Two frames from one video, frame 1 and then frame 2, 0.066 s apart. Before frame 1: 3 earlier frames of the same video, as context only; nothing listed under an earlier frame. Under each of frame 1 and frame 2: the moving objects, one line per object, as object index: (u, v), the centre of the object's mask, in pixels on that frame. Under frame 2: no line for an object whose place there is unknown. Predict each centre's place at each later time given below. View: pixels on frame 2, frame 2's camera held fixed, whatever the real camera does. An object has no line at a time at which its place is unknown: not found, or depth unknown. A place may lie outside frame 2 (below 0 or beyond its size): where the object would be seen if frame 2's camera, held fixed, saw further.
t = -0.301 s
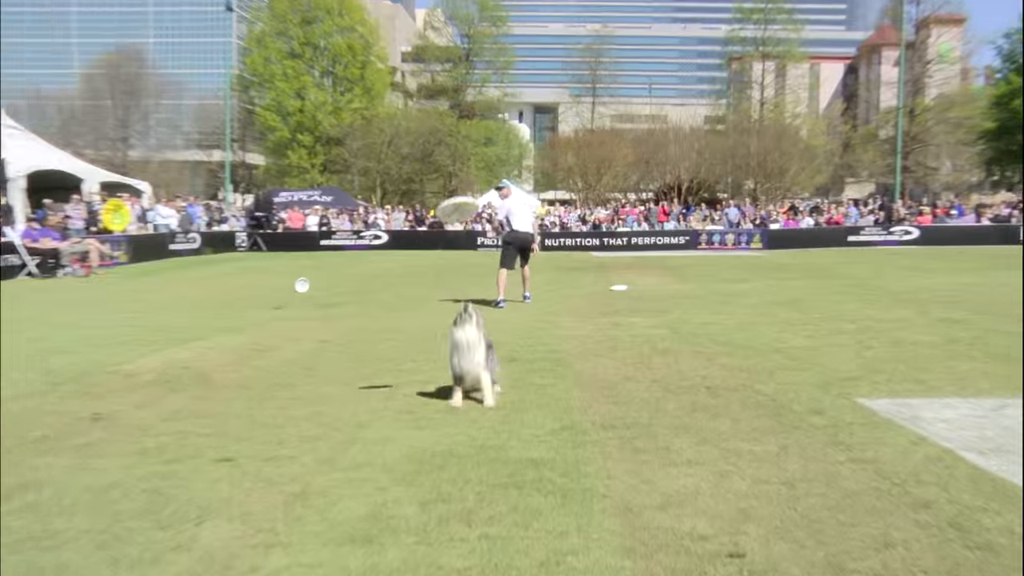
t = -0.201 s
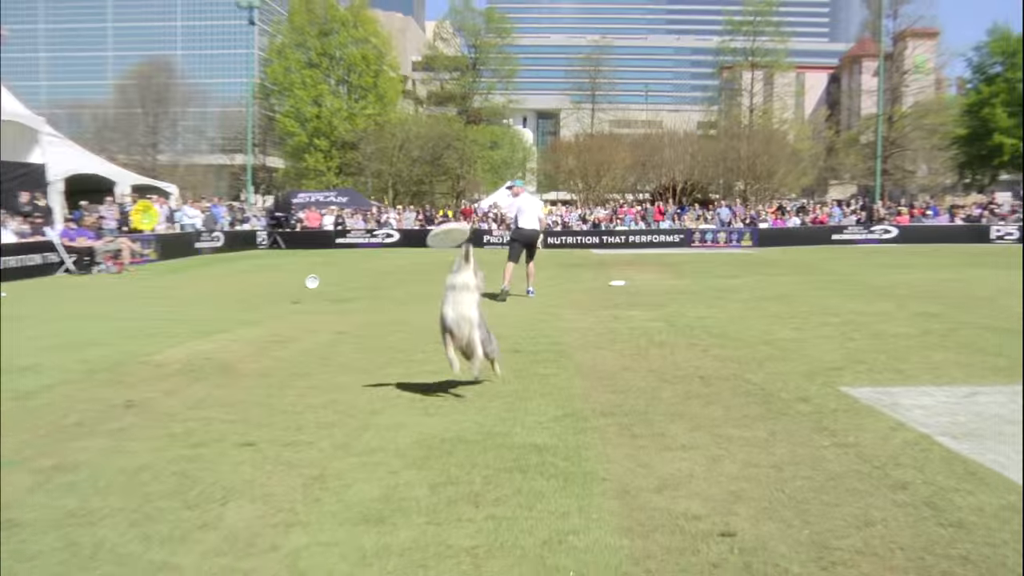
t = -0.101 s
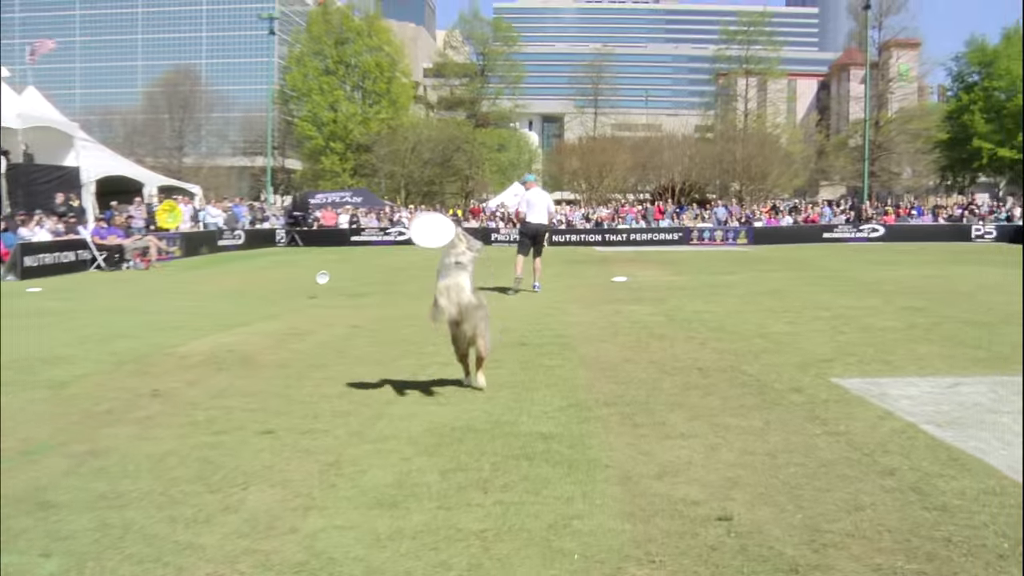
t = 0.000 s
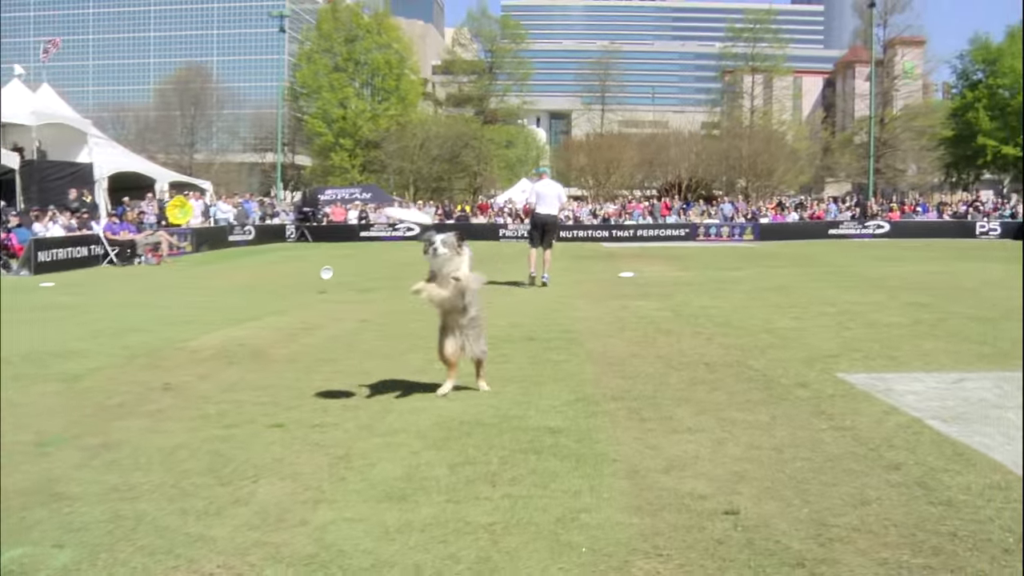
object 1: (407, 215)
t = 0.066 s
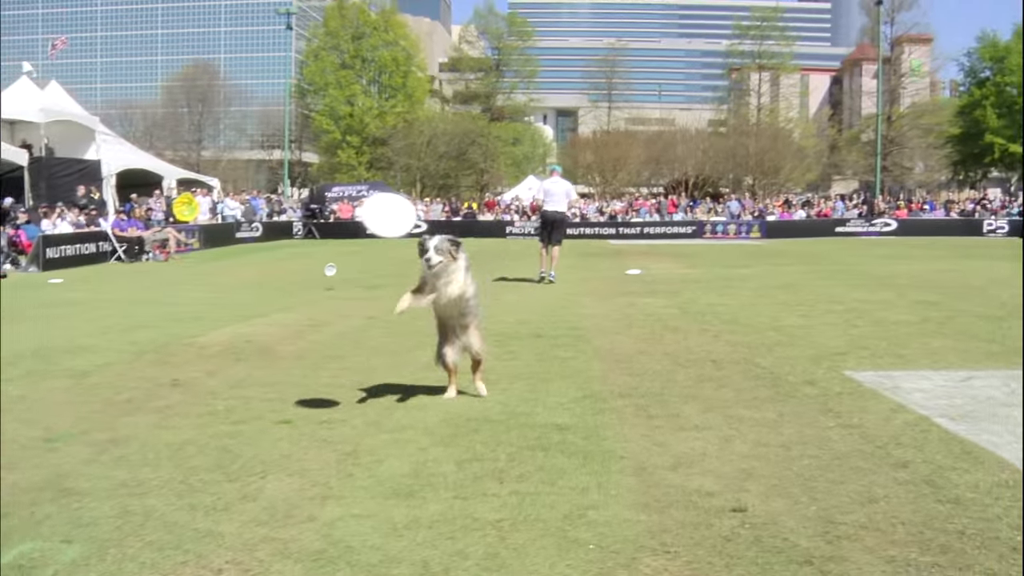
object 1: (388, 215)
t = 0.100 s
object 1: (374, 220)
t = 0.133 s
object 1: (357, 229)
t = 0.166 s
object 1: (340, 243)
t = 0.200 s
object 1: (324, 262)
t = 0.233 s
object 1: (305, 283)
